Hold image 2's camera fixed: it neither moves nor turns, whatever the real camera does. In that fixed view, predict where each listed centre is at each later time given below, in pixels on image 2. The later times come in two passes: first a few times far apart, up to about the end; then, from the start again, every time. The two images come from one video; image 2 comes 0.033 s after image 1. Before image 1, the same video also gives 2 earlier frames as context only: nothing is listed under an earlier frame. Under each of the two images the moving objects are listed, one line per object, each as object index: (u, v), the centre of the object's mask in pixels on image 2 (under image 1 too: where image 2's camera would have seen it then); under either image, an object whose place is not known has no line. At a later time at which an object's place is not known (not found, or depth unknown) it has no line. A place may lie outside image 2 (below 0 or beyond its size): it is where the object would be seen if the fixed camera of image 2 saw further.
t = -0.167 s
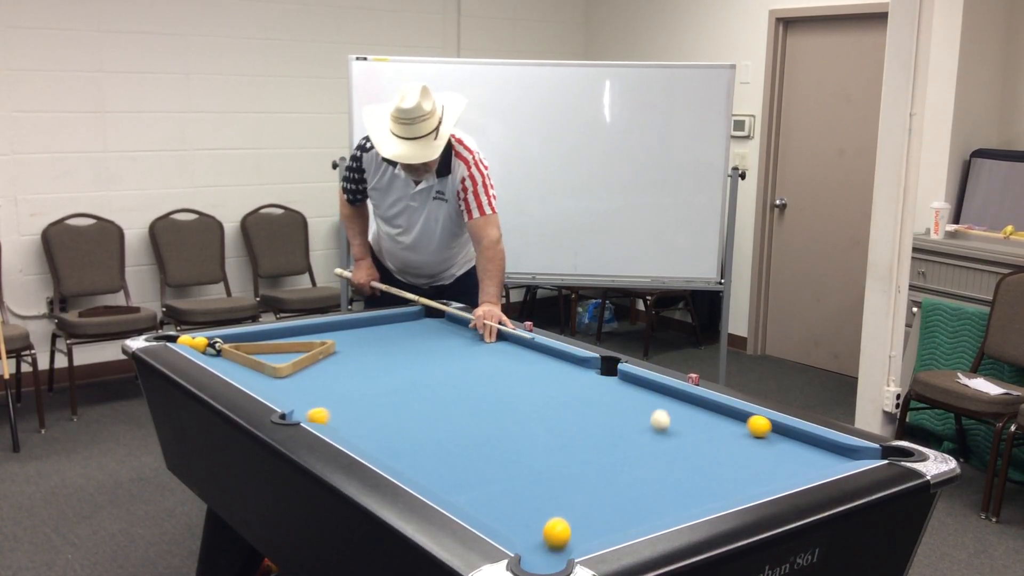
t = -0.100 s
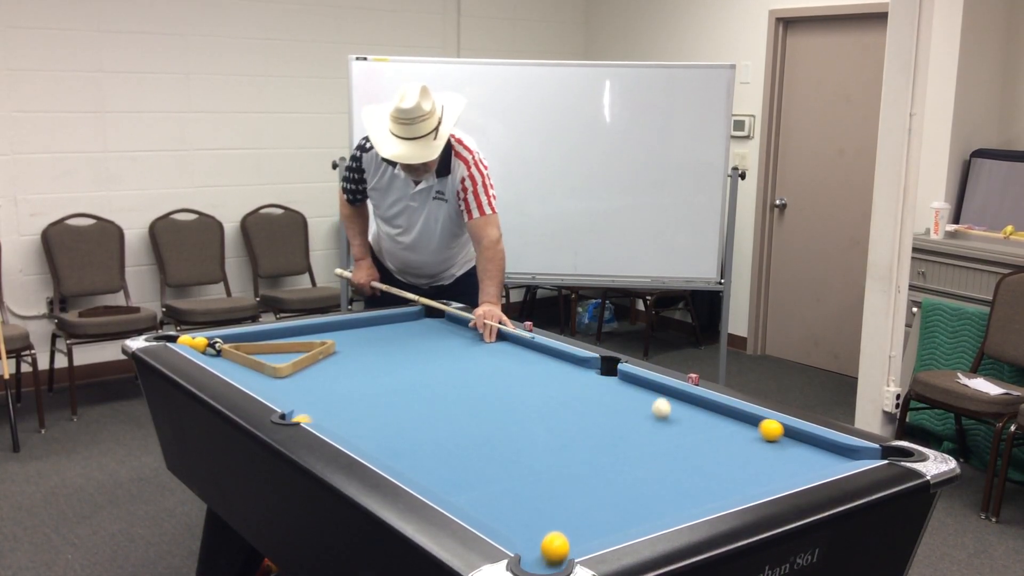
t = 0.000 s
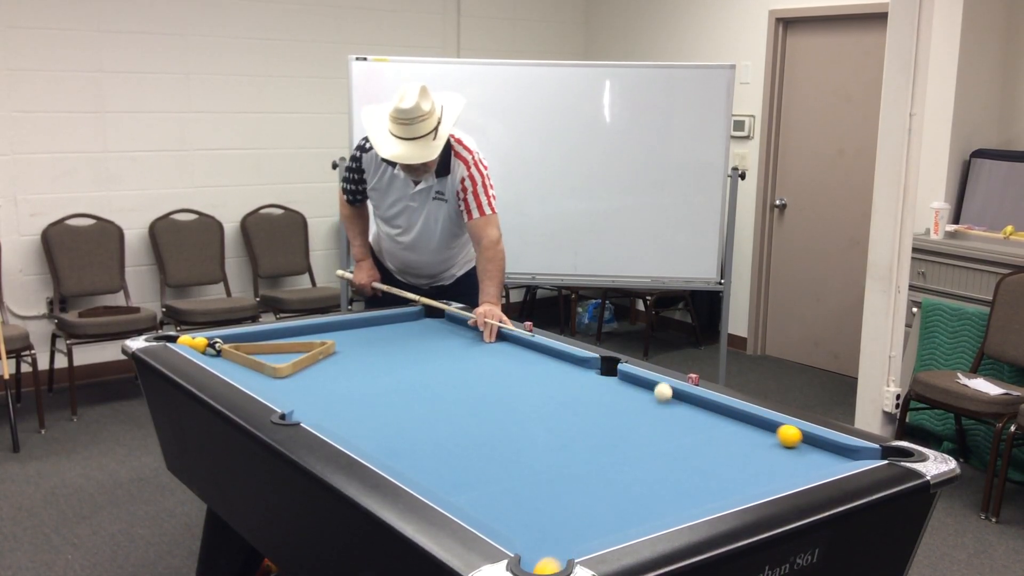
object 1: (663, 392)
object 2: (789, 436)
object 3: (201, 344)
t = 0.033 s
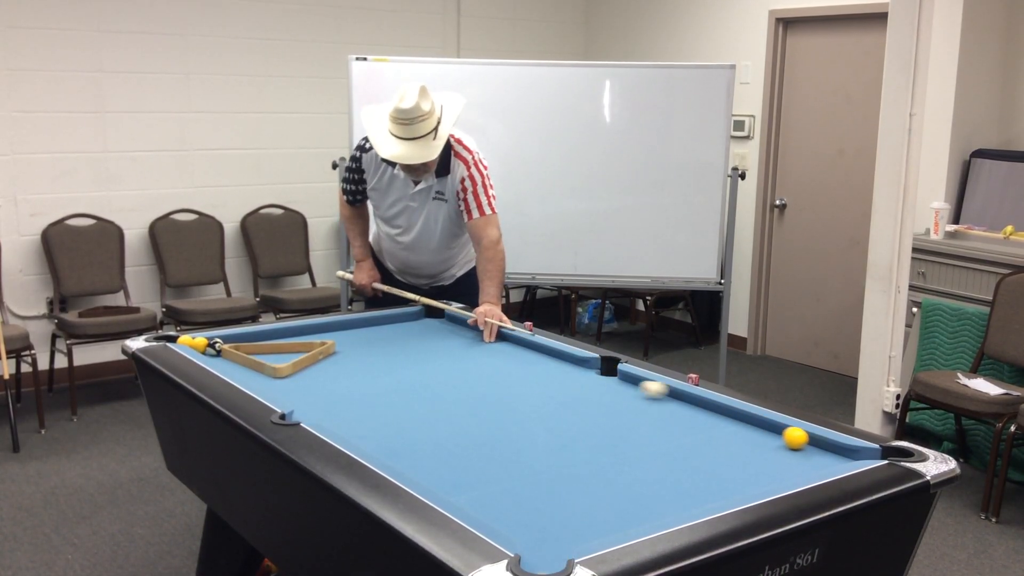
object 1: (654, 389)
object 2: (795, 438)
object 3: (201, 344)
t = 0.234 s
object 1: (564, 380)
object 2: (832, 450)
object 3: (201, 344)
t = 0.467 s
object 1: (473, 370)
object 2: (871, 454)
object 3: (201, 344)
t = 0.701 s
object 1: (388, 360)
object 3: (201, 344)
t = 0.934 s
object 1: (331, 354)
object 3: (198, 343)
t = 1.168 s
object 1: (341, 356)
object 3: (182, 340)
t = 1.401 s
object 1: (346, 357)
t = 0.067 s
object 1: (637, 388)
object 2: (801, 440)
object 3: (201, 344)
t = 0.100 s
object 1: (621, 387)
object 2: (807, 442)
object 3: (201, 344)
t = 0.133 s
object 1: (606, 385)
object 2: (813, 444)
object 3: (201, 344)
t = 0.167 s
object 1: (591, 384)
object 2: (820, 446)
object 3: (201, 344)
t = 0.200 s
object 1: (578, 382)
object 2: (826, 448)
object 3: (201, 344)
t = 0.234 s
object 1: (564, 380)
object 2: (832, 450)
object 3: (201, 344)
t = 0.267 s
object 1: (550, 379)
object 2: (839, 452)
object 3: (201, 344)
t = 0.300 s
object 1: (537, 377)
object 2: (845, 453)
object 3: (201, 344)
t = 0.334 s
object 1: (524, 375)
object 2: (851, 454)
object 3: (201, 344)
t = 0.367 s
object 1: (511, 374)
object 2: (857, 454)
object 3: (201, 344)
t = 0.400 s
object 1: (498, 372)
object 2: (863, 455)
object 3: (201, 344)
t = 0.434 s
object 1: (485, 371)
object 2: (868, 455)
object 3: (201, 344)
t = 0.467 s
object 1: (473, 370)
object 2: (871, 454)
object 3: (201, 344)
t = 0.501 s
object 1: (460, 368)
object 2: (874, 454)
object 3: (201, 344)
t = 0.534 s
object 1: (448, 367)
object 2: (877, 454)
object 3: (201, 344)
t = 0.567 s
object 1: (436, 366)
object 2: (880, 455)
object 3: (201, 344)
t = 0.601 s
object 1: (424, 364)
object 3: (201, 344)
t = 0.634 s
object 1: (411, 363)
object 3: (201, 344)
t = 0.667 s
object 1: (400, 362)
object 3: (201, 344)
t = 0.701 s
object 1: (388, 360)
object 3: (201, 344)
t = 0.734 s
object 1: (377, 359)
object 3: (201, 344)
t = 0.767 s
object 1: (366, 358)
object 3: (201, 344)
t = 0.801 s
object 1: (354, 356)
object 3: (201, 344)
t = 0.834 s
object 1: (343, 355)
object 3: (201, 344)
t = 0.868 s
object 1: (331, 354)
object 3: (201, 344)
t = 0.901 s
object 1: (328, 353)
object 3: (200, 344)
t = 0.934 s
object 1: (331, 354)
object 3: (198, 343)
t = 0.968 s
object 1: (334, 355)
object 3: (195, 342)
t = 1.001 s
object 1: (336, 355)
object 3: (193, 342)
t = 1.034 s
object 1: (338, 355)
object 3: (190, 341)
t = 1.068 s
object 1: (339, 355)
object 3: (188, 341)
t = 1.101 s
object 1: (339, 356)
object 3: (186, 341)
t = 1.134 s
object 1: (340, 356)
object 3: (184, 340)
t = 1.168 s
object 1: (341, 356)
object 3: (182, 340)
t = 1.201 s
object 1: (342, 356)
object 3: (180, 340)
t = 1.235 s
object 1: (342, 356)
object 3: (178, 340)
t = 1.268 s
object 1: (343, 356)
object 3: (176, 341)
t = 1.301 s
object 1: (344, 356)
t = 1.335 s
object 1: (344, 357)
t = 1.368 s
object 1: (345, 357)
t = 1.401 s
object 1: (346, 357)
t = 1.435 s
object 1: (346, 357)
